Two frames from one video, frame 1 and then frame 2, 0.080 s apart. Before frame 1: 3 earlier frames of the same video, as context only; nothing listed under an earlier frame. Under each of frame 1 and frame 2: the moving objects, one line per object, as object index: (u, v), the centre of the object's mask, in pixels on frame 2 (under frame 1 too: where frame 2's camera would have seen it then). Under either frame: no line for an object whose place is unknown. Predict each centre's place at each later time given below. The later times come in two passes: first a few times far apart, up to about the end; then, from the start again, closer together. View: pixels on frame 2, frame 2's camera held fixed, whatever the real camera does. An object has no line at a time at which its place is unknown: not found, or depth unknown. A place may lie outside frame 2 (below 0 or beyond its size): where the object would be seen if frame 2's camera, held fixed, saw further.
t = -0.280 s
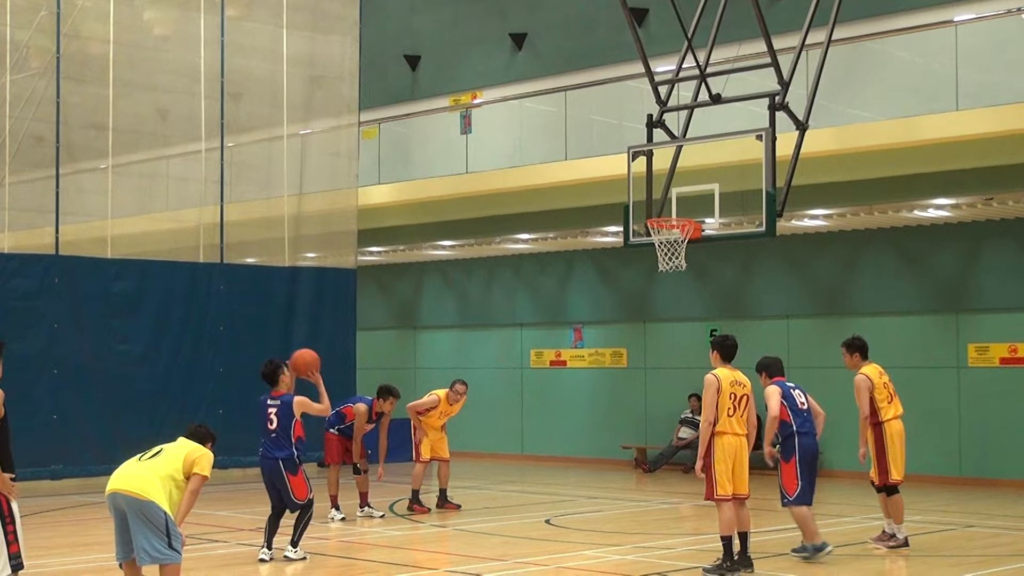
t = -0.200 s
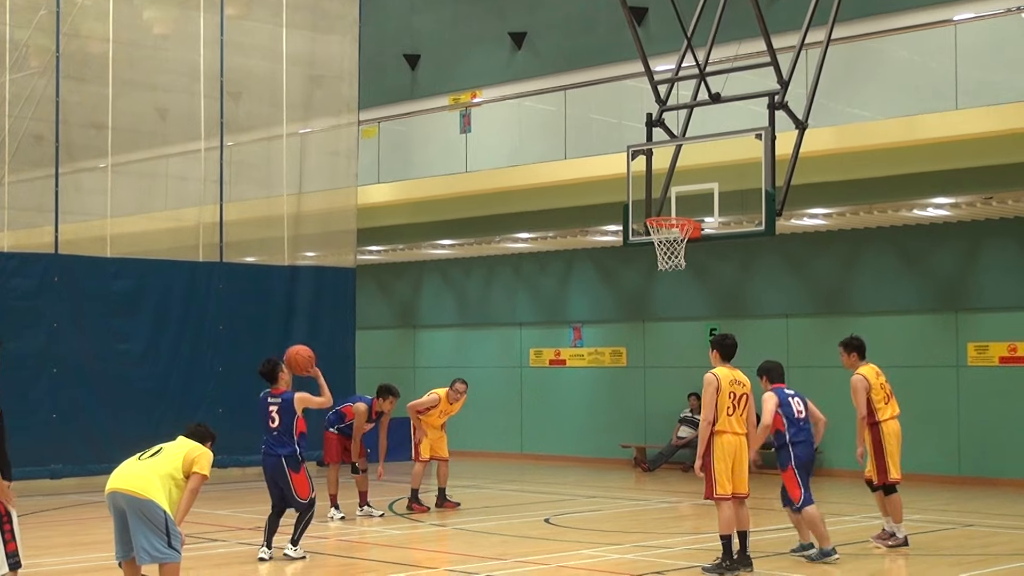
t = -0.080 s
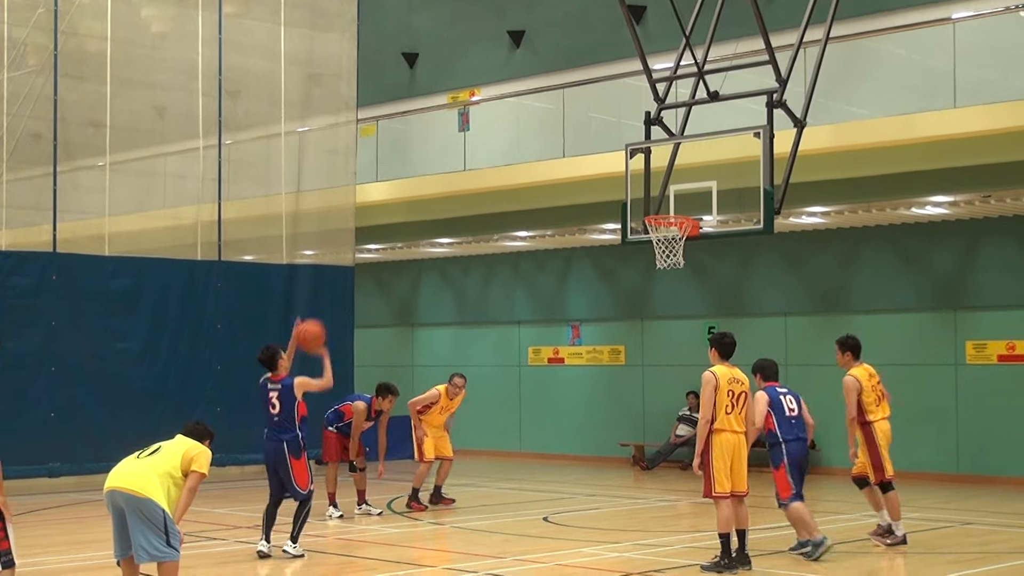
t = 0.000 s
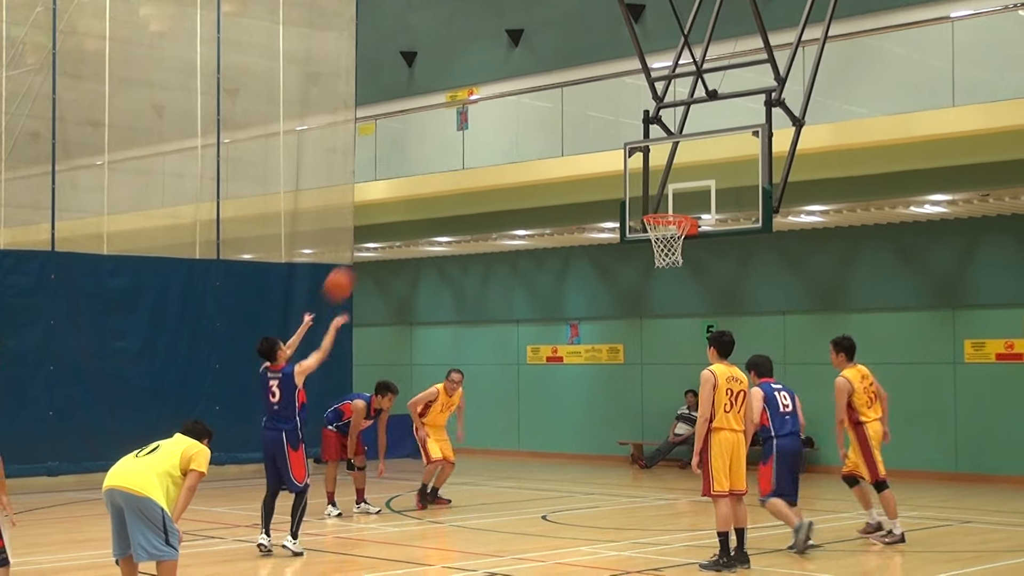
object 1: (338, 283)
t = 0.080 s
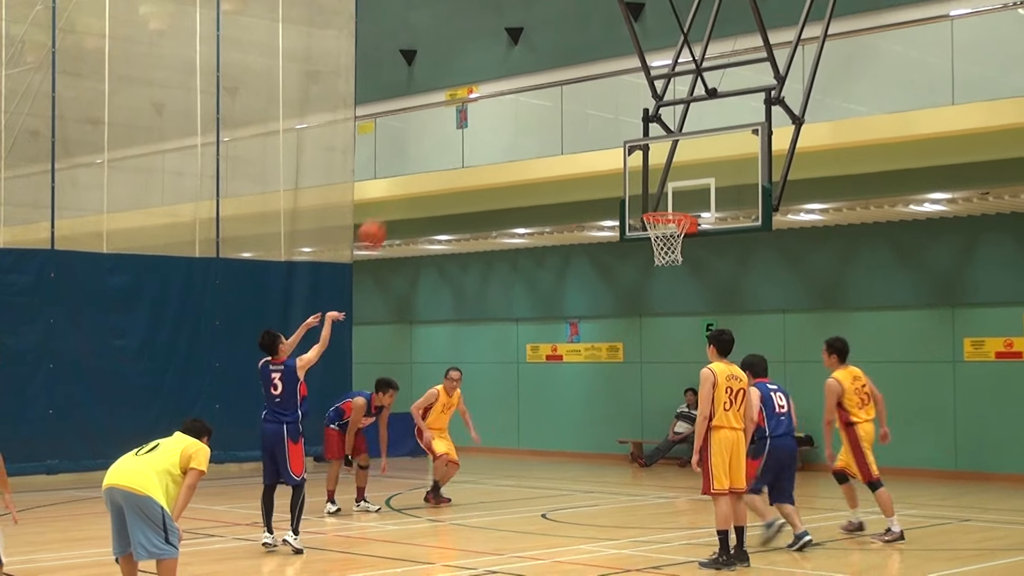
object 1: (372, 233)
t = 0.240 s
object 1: (433, 163)
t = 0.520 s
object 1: (528, 116)
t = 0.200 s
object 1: (418, 178)
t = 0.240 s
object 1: (433, 163)
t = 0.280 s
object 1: (447, 151)
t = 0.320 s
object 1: (462, 141)
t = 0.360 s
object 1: (475, 132)
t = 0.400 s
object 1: (489, 126)
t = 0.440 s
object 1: (502, 121)
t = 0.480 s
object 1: (515, 117)
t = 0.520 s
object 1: (528, 116)
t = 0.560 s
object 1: (541, 116)
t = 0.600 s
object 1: (554, 117)
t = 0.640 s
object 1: (566, 121)
